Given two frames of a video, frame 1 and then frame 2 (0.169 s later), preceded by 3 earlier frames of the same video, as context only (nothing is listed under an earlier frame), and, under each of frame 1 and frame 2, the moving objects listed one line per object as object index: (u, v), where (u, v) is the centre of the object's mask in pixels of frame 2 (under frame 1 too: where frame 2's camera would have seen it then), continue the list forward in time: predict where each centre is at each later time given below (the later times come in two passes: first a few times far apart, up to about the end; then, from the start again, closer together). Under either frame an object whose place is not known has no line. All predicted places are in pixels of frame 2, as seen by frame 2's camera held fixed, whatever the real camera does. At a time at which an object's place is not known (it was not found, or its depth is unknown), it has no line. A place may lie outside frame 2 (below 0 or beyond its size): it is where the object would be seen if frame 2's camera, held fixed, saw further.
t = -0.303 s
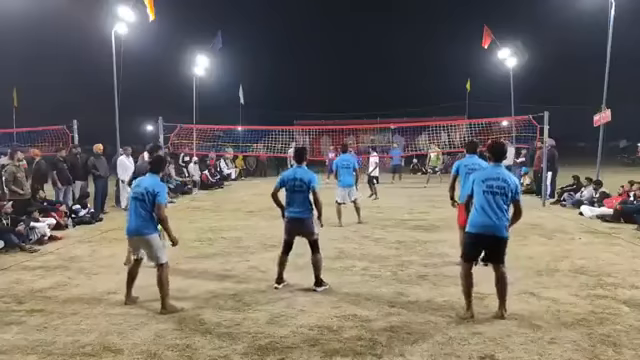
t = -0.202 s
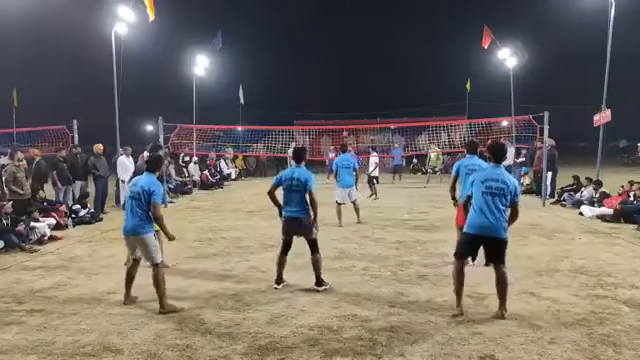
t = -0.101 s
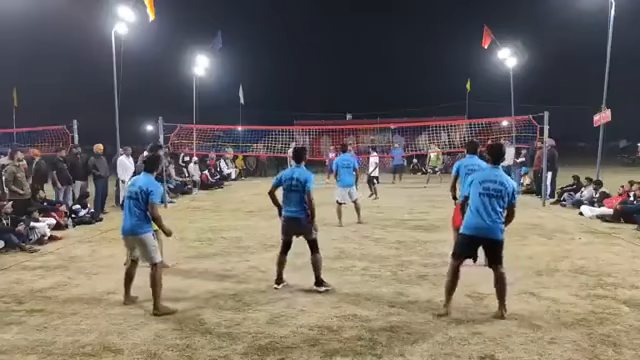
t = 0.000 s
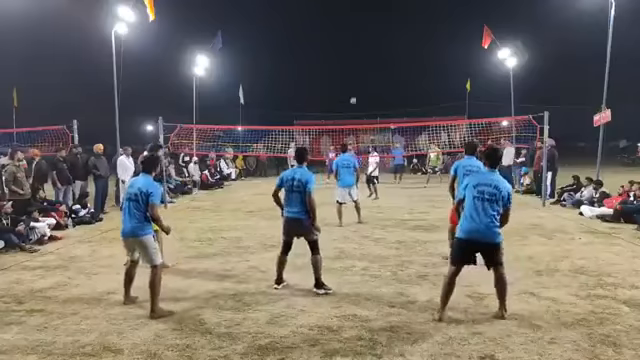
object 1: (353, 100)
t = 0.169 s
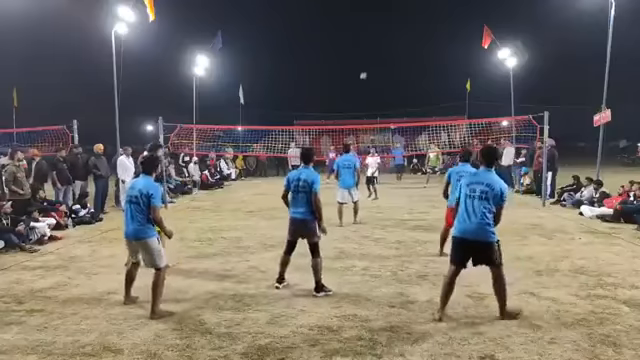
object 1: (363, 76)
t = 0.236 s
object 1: (368, 67)
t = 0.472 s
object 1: (389, 44)
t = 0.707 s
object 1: (422, 41)
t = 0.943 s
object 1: (477, 75)
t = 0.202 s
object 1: (365, 71)
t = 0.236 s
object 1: (368, 67)
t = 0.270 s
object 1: (370, 63)
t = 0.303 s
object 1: (373, 59)
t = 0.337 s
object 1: (376, 55)
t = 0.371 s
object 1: (379, 52)
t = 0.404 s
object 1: (382, 49)
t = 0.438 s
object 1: (386, 47)
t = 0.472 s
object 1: (389, 44)
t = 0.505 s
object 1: (393, 42)
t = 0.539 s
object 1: (397, 41)
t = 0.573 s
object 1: (402, 40)
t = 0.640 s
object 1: (411, 39)
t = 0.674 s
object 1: (416, 40)
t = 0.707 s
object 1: (422, 41)
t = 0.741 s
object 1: (428, 43)
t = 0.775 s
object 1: (435, 46)
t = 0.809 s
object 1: (442, 49)
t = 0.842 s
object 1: (450, 54)
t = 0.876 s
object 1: (458, 60)
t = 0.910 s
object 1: (467, 67)
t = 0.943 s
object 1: (477, 75)
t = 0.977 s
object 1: (488, 86)
